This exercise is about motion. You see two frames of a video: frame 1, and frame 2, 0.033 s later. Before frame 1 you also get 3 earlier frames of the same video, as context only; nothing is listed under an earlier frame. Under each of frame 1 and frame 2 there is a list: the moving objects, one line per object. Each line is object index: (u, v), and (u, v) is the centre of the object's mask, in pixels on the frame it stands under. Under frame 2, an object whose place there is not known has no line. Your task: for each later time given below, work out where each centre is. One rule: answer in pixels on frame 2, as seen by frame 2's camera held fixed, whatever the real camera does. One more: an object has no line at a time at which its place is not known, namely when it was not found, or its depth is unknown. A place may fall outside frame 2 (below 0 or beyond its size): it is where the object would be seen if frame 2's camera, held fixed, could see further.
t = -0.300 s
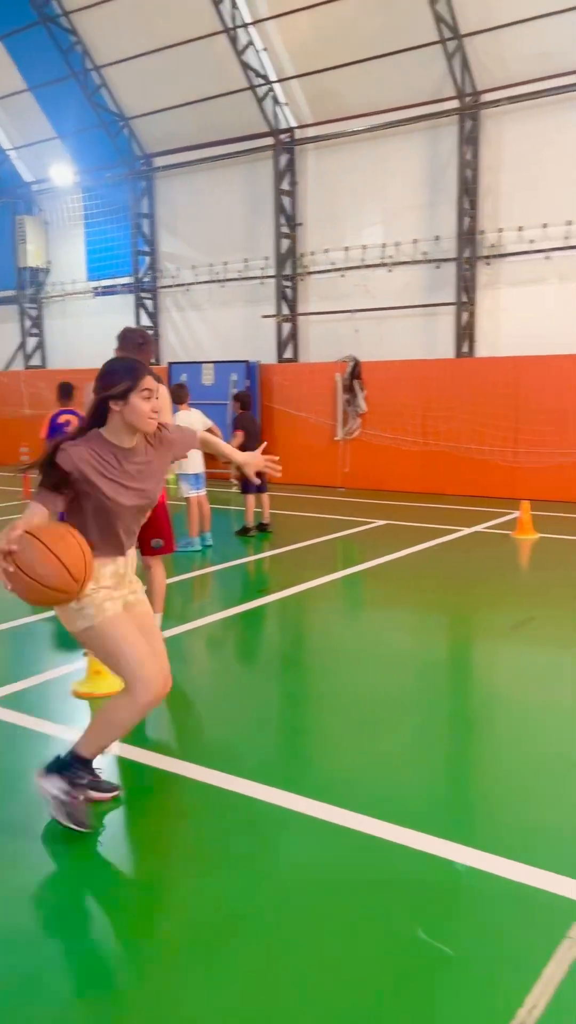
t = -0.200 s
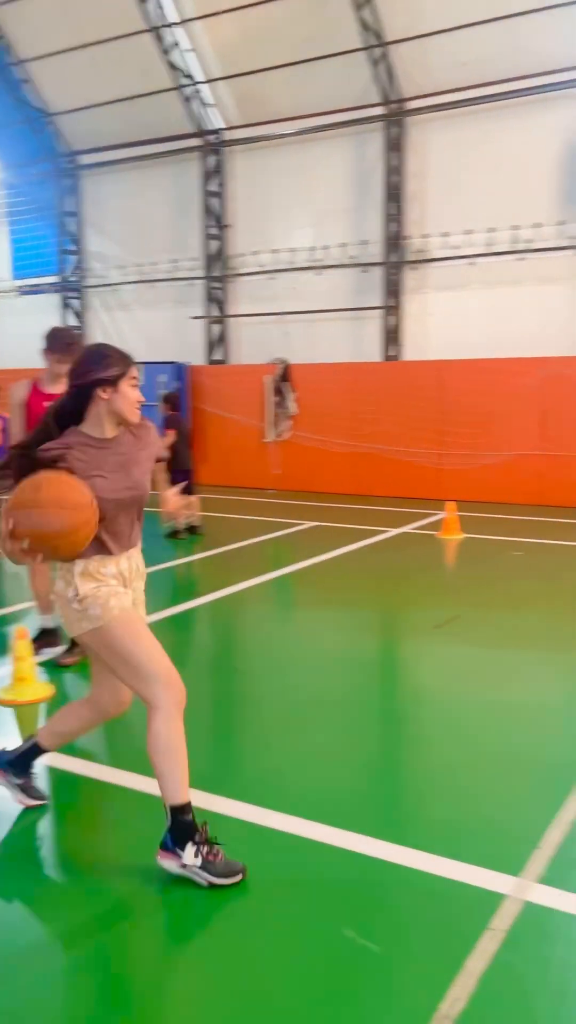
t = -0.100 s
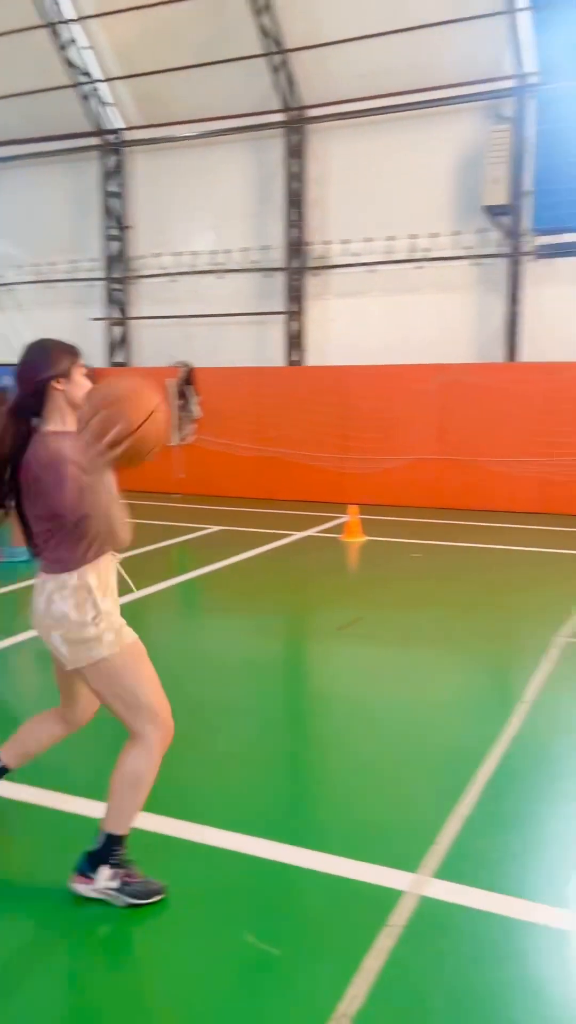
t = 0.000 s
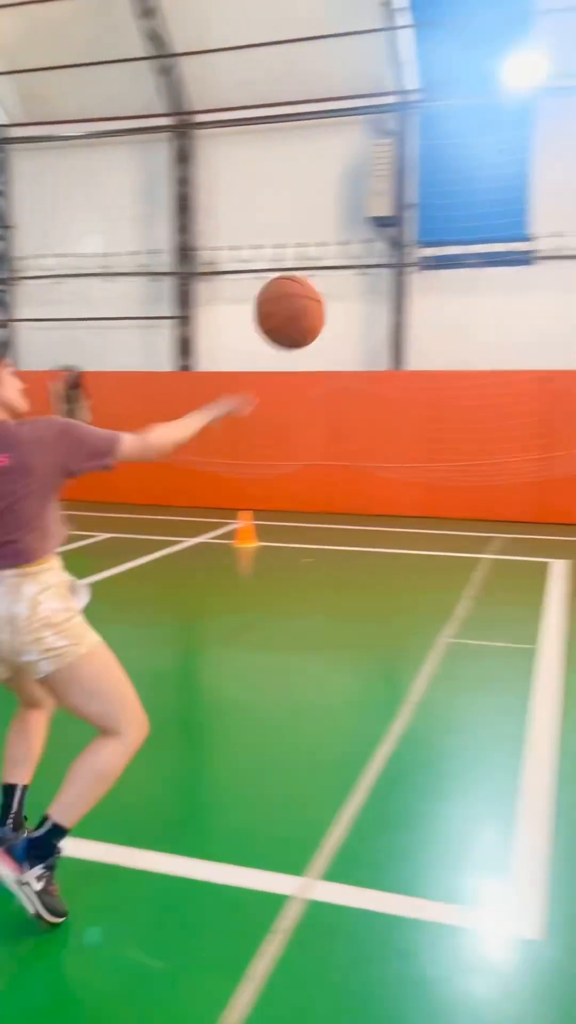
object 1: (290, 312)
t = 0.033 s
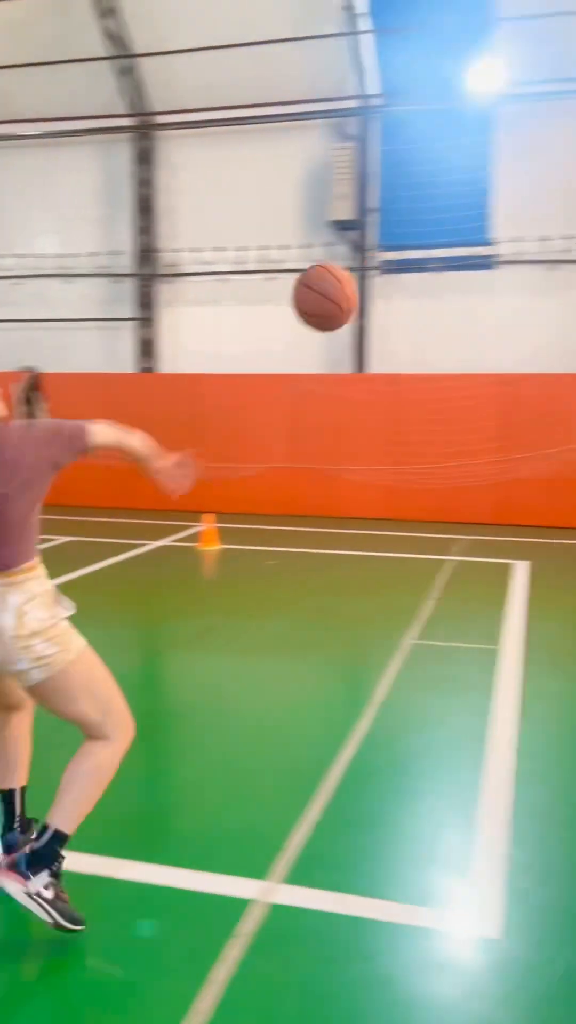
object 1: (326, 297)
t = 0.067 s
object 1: (383, 286)
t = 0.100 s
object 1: (433, 279)
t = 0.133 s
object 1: (476, 273)
